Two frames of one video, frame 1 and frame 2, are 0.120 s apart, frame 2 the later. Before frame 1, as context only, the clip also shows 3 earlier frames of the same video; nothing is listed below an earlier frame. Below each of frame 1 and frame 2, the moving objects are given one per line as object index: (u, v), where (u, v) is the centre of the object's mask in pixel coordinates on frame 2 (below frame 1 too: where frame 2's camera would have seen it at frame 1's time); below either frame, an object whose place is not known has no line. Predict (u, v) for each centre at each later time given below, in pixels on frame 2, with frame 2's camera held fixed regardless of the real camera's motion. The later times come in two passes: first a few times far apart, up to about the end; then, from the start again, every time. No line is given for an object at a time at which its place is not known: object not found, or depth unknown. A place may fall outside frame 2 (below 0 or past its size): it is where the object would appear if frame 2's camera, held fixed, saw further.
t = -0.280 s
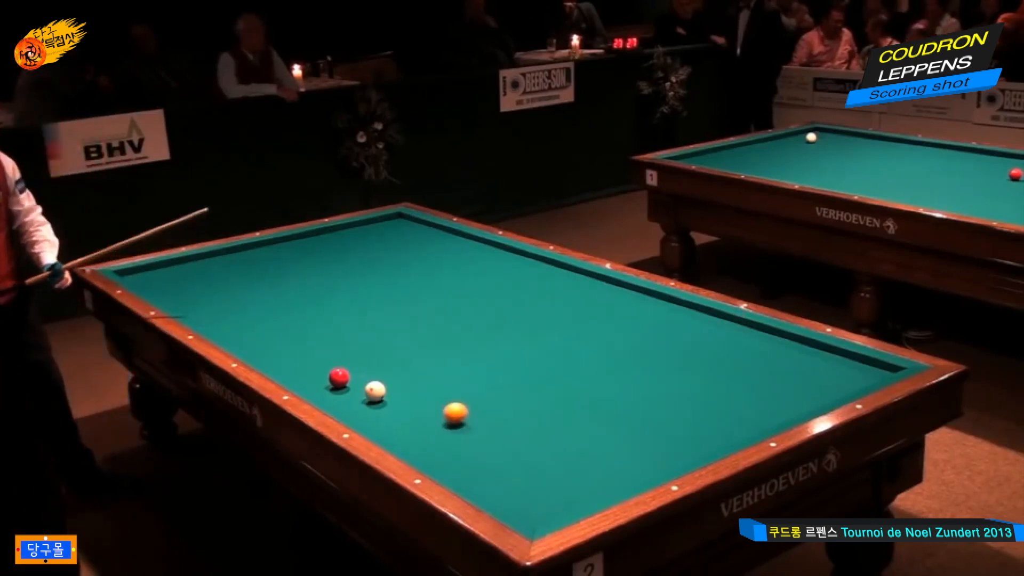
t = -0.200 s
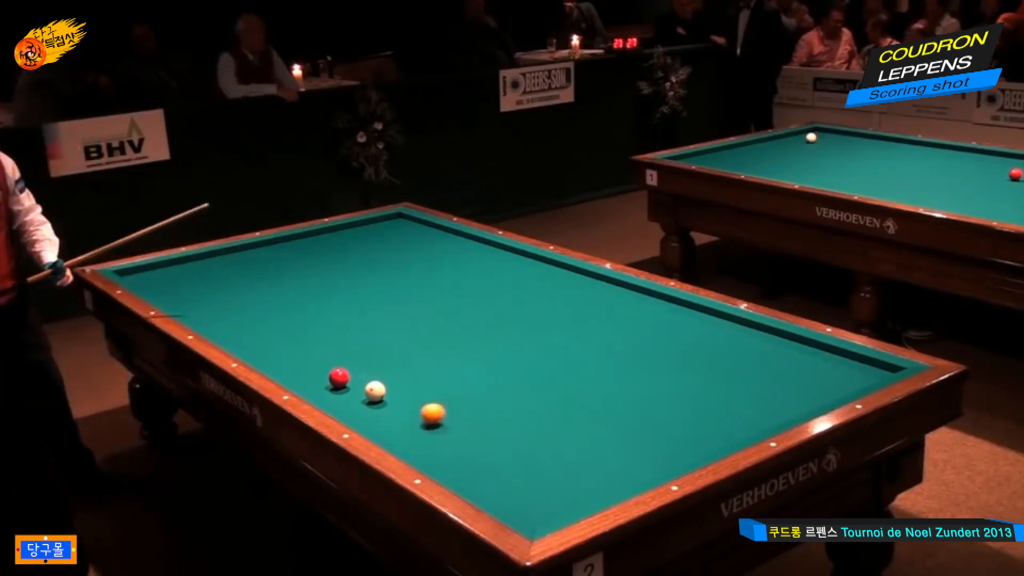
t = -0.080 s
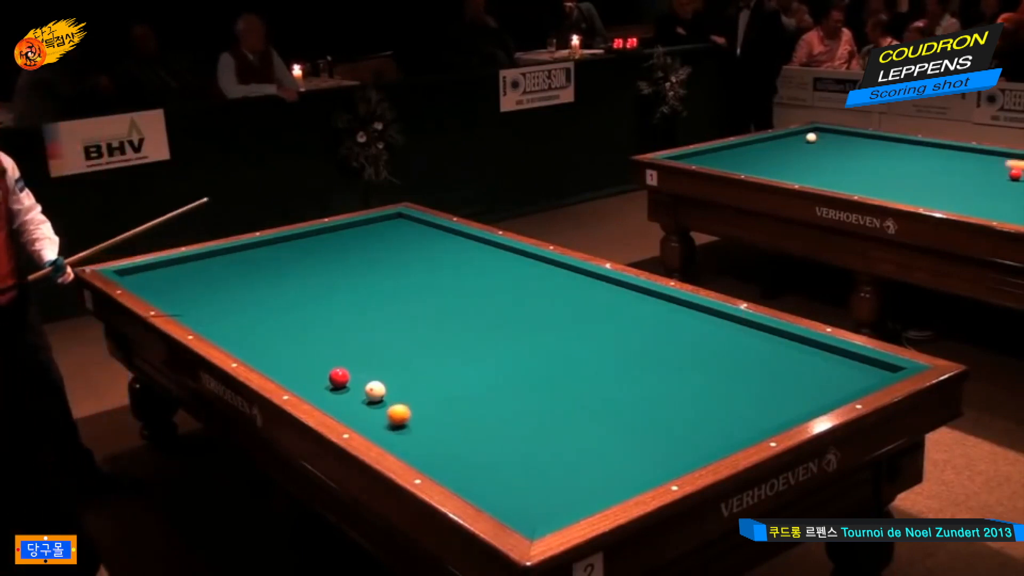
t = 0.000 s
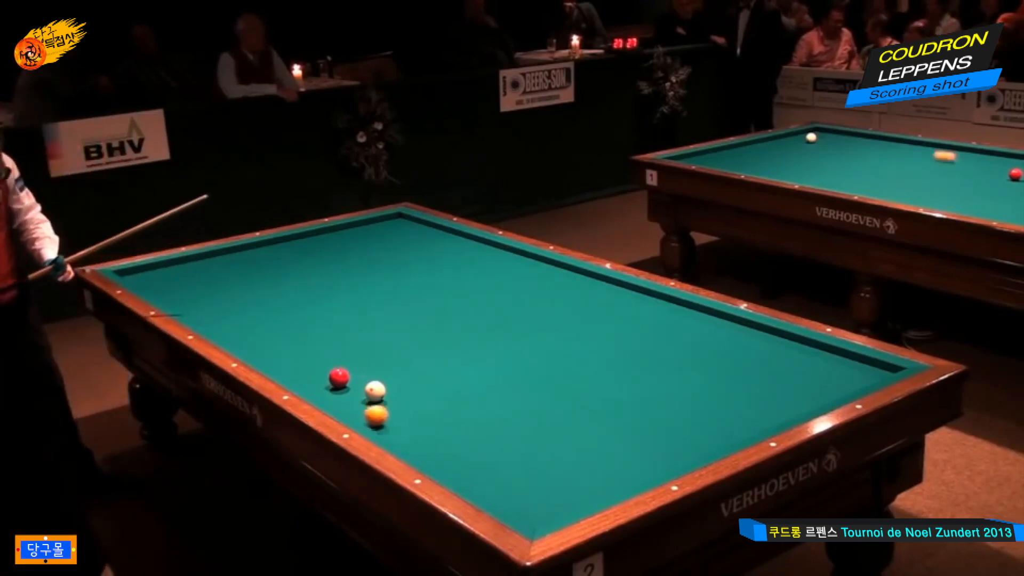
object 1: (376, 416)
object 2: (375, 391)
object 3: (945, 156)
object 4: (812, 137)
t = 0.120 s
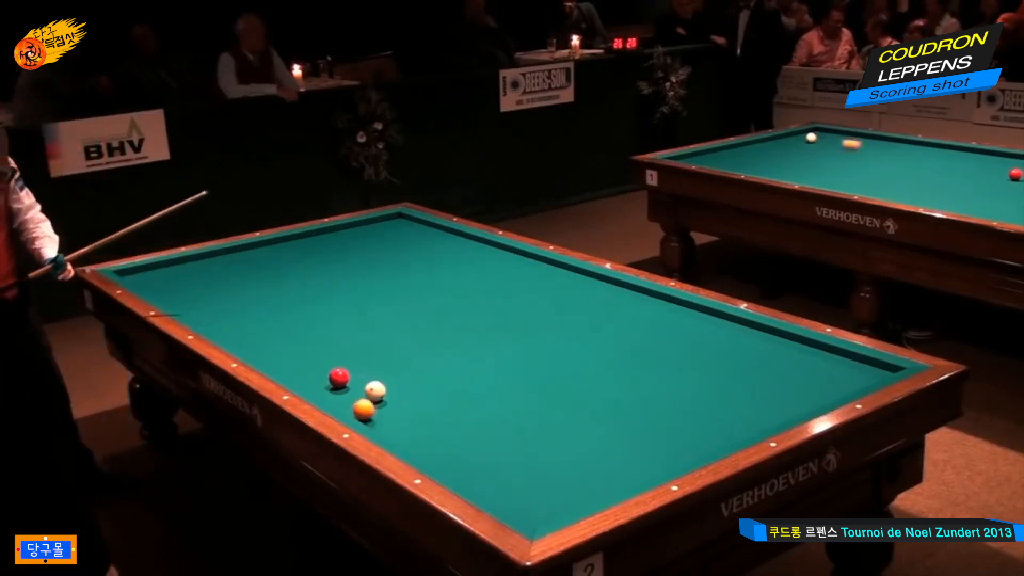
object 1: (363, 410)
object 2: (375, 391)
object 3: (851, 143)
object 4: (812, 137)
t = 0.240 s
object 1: (365, 401)
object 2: (377, 389)
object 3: (772, 138)
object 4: (811, 134)
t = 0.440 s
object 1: (358, 396)
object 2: (384, 381)
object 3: (788, 156)
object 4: (829, 131)
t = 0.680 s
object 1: (350, 390)
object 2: (394, 370)
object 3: (821, 179)
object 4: (841, 138)
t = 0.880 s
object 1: (343, 386)
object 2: (401, 362)
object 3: (872, 191)
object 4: (850, 144)
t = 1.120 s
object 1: (340, 384)
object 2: (410, 353)
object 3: (971, 198)
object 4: (861, 151)
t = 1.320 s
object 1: (338, 383)
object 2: (416, 346)
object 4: (871, 157)
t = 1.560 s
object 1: (336, 383)
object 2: (424, 338)
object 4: (884, 165)
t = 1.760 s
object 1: (334, 383)
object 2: (429, 333)
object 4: (895, 171)
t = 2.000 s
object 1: (333, 382)
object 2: (436, 325)
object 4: (909, 180)
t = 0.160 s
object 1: (364, 407)
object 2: (376, 390)
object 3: (824, 140)
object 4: (811, 137)
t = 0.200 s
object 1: (365, 404)
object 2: (376, 390)
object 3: (797, 139)
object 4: (812, 136)
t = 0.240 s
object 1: (365, 401)
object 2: (377, 389)
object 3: (772, 138)
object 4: (811, 134)
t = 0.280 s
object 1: (364, 400)
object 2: (378, 388)
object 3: (766, 140)
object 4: (810, 131)
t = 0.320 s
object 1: (362, 399)
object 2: (379, 386)
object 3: (771, 144)
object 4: (813, 129)
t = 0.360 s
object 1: (361, 398)
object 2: (381, 385)
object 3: (777, 148)
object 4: (823, 129)
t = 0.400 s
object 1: (360, 397)
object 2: (383, 382)
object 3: (782, 151)
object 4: (827, 130)
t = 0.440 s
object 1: (358, 396)
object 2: (384, 381)
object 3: (788, 156)
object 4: (829, 131)
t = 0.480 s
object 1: (357, 395)
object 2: (386, 379)
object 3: (793, 160)
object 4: (832, 133)
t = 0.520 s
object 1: (355, 394)
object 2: (387, 377)
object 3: (799, 163)
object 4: (833, 134)
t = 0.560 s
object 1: (354, 392)
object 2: (389, 376)
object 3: (804, 167)
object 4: (835, 135)
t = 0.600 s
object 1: (353, 392)
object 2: (390, 374)
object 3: (810, 171)
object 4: (837, 136)
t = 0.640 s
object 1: (351, 391)
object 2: (392, 372)
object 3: (815, 175)
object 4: (839, 137)
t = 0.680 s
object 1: (350, 390)
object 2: (394, 370)
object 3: (821, 179)
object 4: (841, 138)
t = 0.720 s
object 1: (348, 389)
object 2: (396, 369)
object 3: (827, 182)
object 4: (842, 139)
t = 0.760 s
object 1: (347, 388)
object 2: (397, 367)
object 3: (832, 185)
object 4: (844, 141)
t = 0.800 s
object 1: (346, 387)
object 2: (398, 365)
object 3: (839, 188)
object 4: (846, 141)
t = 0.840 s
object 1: (345, 386)
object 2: (400, 364)
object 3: (856, 189)
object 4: (848, 143)
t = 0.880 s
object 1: (343, 386)
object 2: (401, 362)
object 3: (872, 191)
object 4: (850, 144)
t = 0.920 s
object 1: (343, 385)
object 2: (403, 361)
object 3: (889, 192)
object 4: (852, 145)
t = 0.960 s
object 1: (343, 384)
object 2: (404, 359)
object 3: (905, 194)
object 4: (853, 146)
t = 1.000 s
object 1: (342, 384)
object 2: (406, 358)
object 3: (922, 195)
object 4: (855, 147)
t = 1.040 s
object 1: (341, 384)
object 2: (407, 356)
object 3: (938, 196)
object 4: (857, 149)
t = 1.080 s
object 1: (341, 384)
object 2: (409, 355)
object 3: (954, 197)
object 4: (859, 150)
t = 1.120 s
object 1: (340, 384)
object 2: (410, 353)
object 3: (971, 198)
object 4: (861, 151)
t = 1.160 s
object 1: (340, 384)
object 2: (411, 352)
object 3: (987, 199)
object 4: (863, 152)
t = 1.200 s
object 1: (340, 383)
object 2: (412, 350)
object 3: (1004, 200)
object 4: (865, 153)
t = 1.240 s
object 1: (339, 383)
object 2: (414, 349)
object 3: (1018, 202)
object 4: (867, 154)
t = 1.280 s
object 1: (339, 383)
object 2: (415, 347)
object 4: (869, 156)
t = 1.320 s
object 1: (338, 383)
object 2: (416, 346)
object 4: (871, 157)
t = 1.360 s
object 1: (338, 383)
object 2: (418, 345)
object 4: (873, 159)
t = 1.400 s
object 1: (337, 383)
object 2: (419, 343)
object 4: (875, 160)
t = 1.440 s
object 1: (337, 383)
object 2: (420, 342)
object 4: (878, 161)
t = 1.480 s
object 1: (337, 383)
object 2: (421, 341)
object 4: (880, 162)
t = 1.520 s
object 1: (336, 383)
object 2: (423, 340)
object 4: (882, 163)
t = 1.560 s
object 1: (336, 383)
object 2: (424, 338)
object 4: (884, 165)
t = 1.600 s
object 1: (336, 382)
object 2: (425, 337)
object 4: (886, 166)
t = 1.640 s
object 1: (335, 382)
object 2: (426, 336)
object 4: (888, 168)
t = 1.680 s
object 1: (335, 383)
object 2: (427, 335)
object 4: (890, 169)
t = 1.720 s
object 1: (335, 383)
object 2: (428, 334)
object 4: (892, 170)
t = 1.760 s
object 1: (334, 383)
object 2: (429, 333)
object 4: (895, 171)
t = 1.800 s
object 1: (334, 383)
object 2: (431, 331)
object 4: (897, 173)
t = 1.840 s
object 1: (334, 383)
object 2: (432, 330)
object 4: (900, 174)
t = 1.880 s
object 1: (334, 383)
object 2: (433, 328)
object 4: (902, 176)
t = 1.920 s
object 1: (333, 383)
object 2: (434, 327)
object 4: (904, 177)
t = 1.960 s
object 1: (333, 383)
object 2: (435, 326)
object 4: (906, 179)
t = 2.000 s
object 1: (333, 382)
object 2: (436, 325)
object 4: (909, 180)
